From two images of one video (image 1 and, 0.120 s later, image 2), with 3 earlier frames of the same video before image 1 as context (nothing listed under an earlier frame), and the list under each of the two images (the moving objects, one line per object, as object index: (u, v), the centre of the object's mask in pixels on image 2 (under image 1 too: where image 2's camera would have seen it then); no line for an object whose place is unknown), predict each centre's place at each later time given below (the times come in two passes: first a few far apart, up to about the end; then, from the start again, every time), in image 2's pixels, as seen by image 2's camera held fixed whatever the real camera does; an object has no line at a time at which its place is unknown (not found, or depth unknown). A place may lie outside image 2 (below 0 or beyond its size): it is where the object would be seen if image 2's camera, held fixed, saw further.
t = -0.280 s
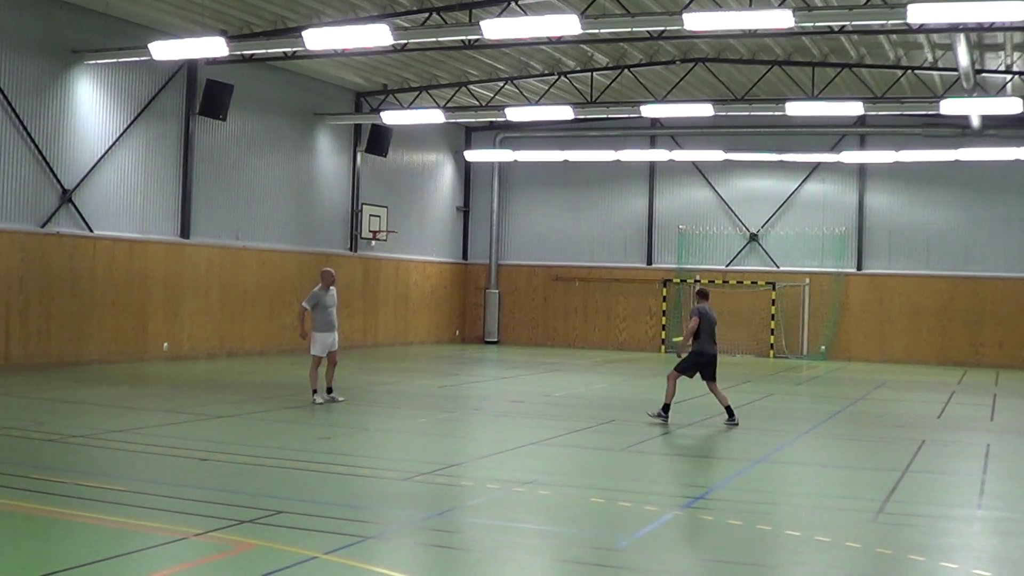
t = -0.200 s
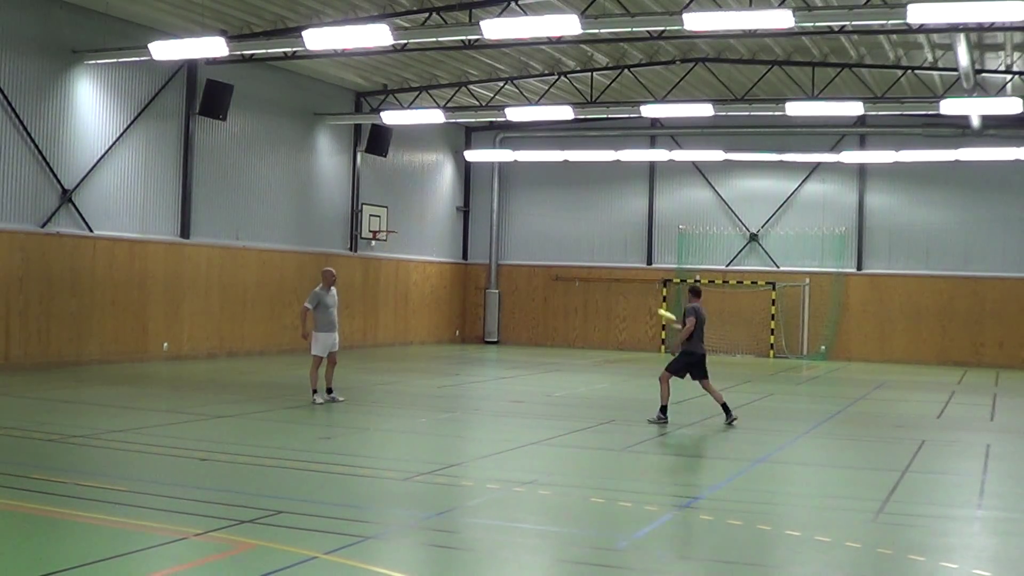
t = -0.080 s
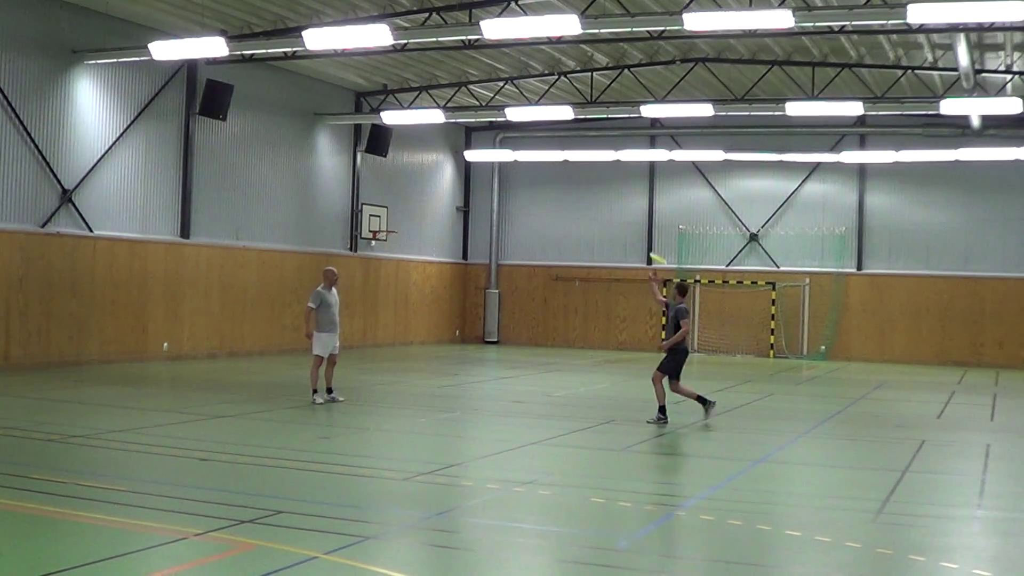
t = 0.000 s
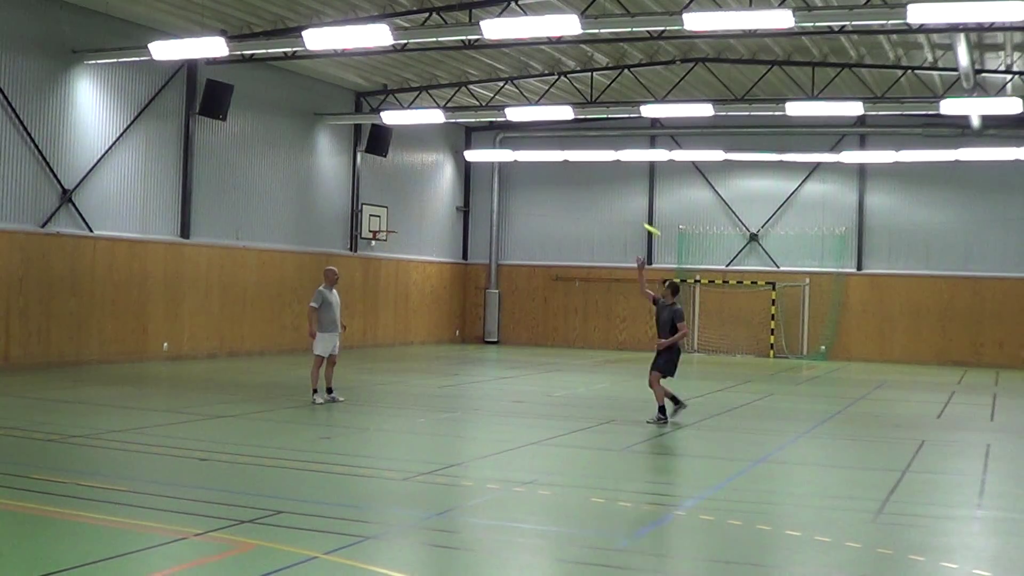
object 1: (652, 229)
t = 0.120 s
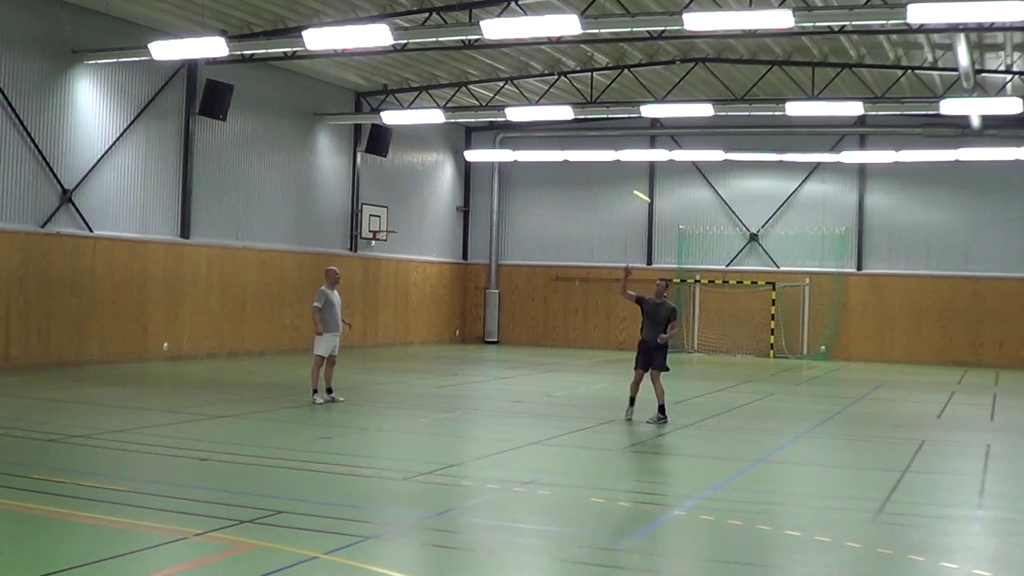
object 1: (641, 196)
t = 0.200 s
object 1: (634, 180)
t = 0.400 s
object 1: (618, 162)
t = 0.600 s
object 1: (598, 167)
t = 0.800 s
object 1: (583, 196)
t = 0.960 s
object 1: (574, 232)
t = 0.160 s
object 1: (638, 187)
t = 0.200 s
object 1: (634, 180)
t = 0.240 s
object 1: (631, 174)
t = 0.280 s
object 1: (627, 169)
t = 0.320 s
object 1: (623, 165)
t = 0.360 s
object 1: (621, 164)
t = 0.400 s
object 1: (618, 162)
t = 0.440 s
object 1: (615, 162)
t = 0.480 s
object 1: (611, 162)
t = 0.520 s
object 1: (607, 163)
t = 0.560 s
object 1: (603, 165)
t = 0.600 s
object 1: (598, 167)
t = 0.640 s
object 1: (595, 171)
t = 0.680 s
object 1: (591, 176)
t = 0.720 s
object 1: (588, 182)
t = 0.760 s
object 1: (585, 188)
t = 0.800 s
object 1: (583, 196)
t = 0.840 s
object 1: (580, 205)
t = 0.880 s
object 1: (577, 213)
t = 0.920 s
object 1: (576, 223)
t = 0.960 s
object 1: (574, 232)
